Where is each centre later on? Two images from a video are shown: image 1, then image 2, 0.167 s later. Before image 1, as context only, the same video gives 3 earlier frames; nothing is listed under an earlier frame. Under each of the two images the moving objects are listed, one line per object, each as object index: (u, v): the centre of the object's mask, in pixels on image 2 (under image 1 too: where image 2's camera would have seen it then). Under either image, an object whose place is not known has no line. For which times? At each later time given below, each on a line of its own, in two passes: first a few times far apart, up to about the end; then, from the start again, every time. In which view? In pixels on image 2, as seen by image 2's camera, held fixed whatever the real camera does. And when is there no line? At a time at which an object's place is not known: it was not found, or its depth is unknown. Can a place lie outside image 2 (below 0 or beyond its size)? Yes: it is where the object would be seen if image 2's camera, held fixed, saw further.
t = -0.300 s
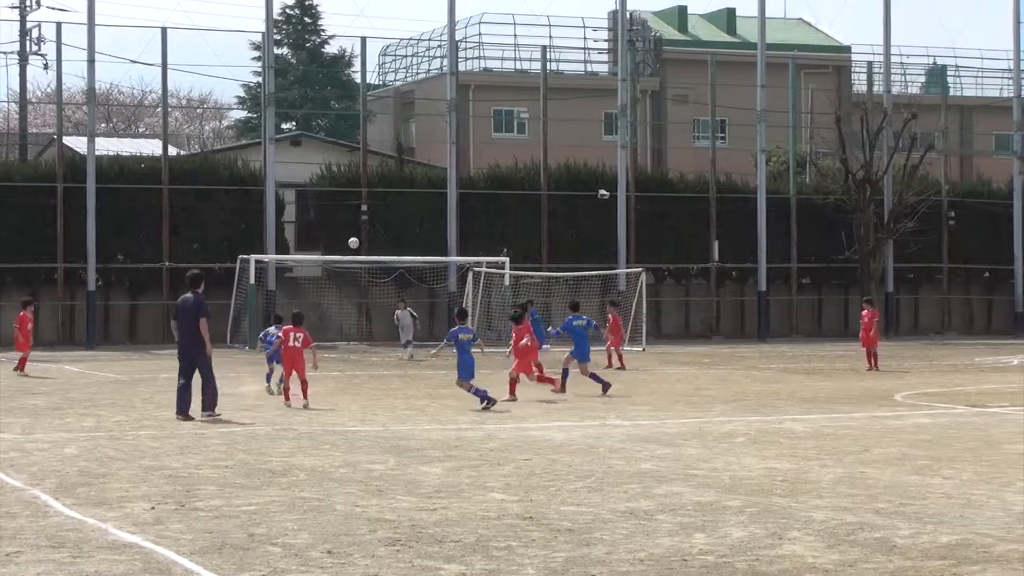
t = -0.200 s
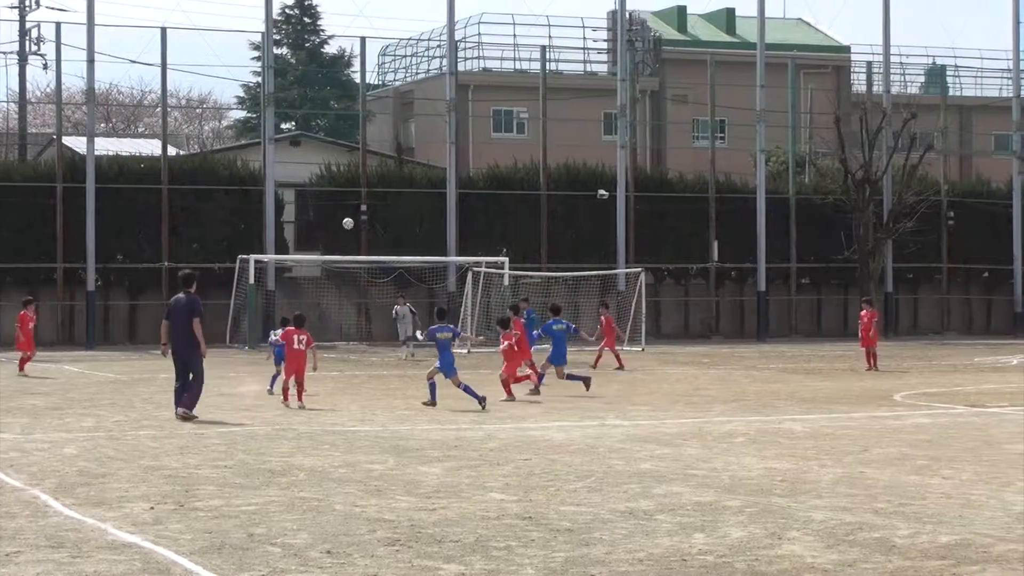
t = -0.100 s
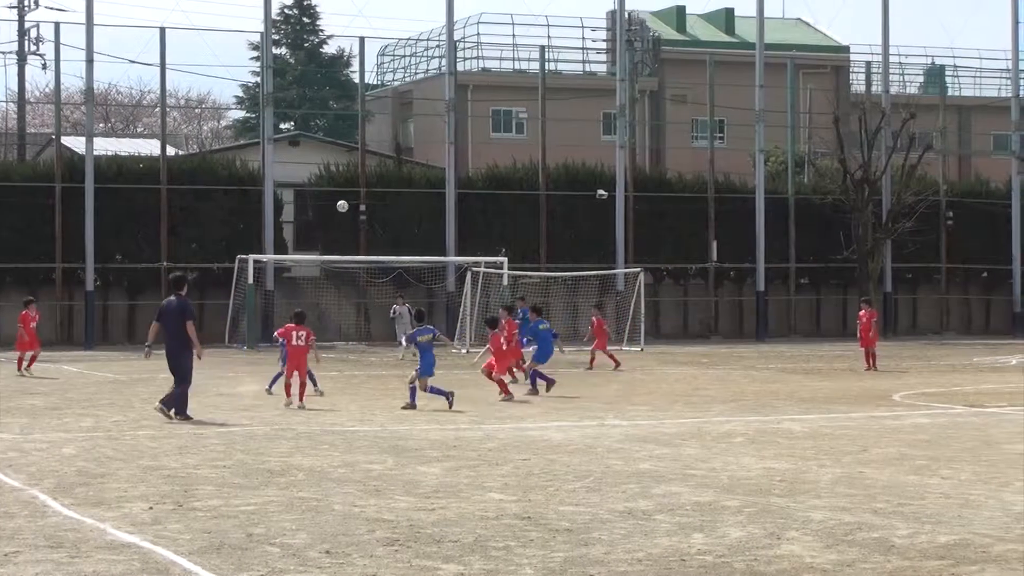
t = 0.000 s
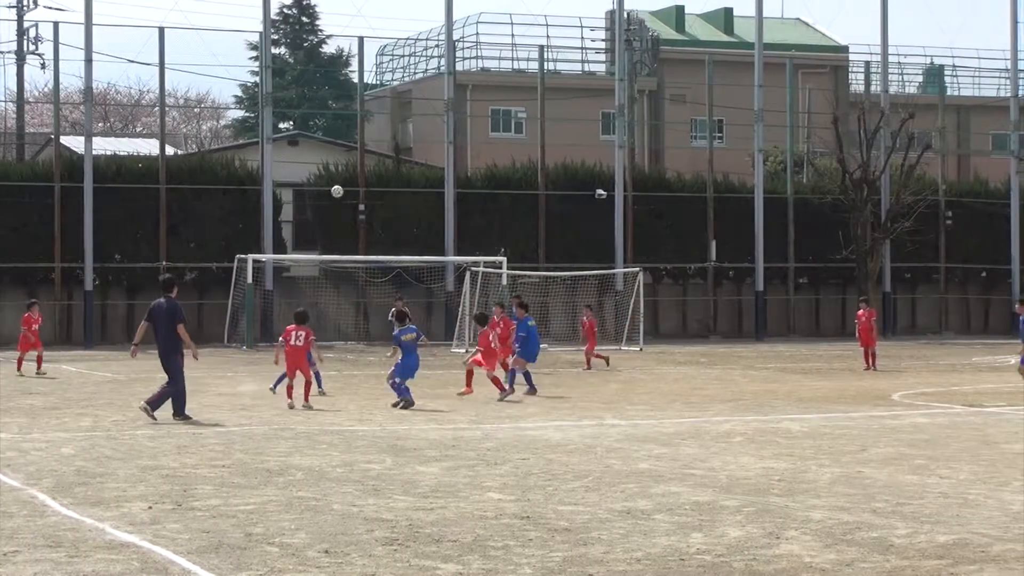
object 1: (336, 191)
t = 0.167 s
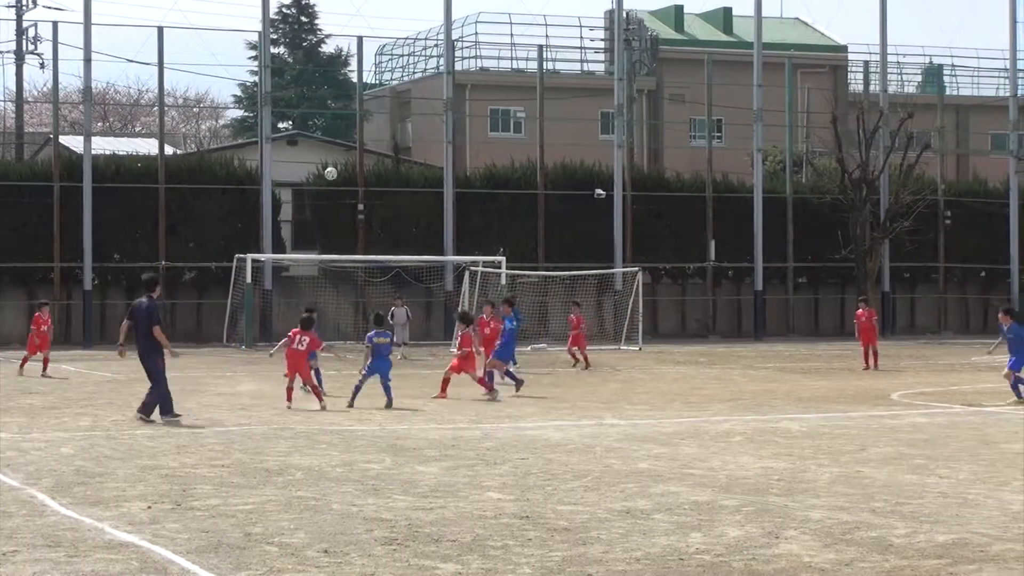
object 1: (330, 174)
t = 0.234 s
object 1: (329, 170)
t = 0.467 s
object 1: (325, 170)
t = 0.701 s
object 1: (326, 201)
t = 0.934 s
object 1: (332, 274)
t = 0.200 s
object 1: (330, 171)
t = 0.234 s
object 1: (329, 170)
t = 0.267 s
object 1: (328, 168)
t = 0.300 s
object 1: (327, 167)
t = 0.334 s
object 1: (326, 167)
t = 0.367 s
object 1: (326, 167)
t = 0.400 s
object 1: (325, 168)
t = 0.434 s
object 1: (325, 169)
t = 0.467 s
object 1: (325, 170)
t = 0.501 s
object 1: (325, 173)
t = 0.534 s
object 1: (325, 176)
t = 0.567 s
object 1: (325, 180)
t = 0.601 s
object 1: (325, 184)
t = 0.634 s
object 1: (325, 189)
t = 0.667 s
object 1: (325, 195)
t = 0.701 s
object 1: (326, 201)
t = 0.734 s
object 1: (327, 209)
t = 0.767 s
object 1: (327, 217)
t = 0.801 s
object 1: (328, 227)
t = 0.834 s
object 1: (329, 237)
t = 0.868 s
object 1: (330, 248)
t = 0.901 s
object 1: (331, 261)
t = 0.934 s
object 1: (332, 274)
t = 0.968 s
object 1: (333, 288)
